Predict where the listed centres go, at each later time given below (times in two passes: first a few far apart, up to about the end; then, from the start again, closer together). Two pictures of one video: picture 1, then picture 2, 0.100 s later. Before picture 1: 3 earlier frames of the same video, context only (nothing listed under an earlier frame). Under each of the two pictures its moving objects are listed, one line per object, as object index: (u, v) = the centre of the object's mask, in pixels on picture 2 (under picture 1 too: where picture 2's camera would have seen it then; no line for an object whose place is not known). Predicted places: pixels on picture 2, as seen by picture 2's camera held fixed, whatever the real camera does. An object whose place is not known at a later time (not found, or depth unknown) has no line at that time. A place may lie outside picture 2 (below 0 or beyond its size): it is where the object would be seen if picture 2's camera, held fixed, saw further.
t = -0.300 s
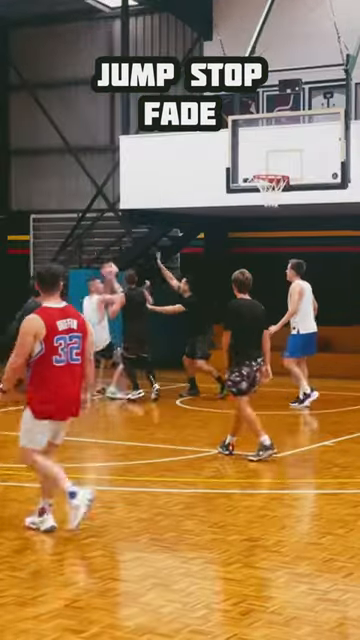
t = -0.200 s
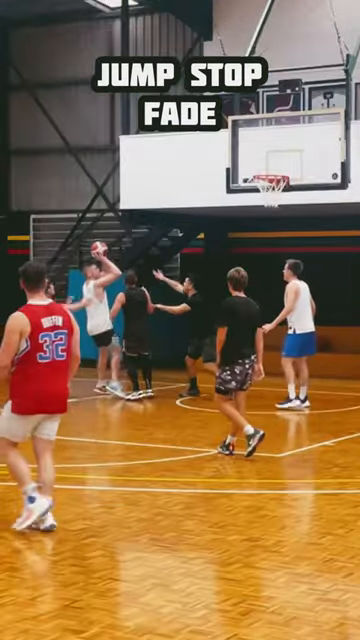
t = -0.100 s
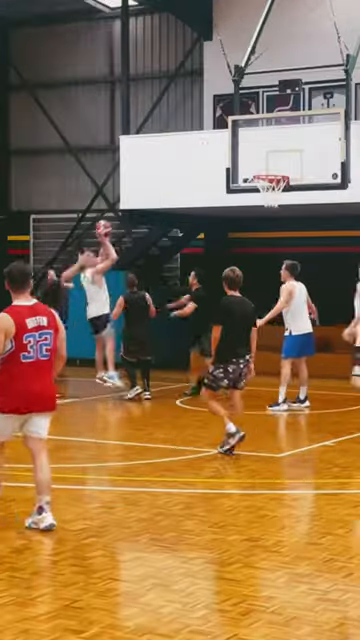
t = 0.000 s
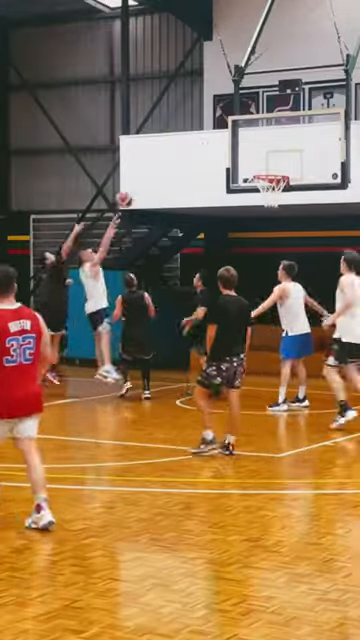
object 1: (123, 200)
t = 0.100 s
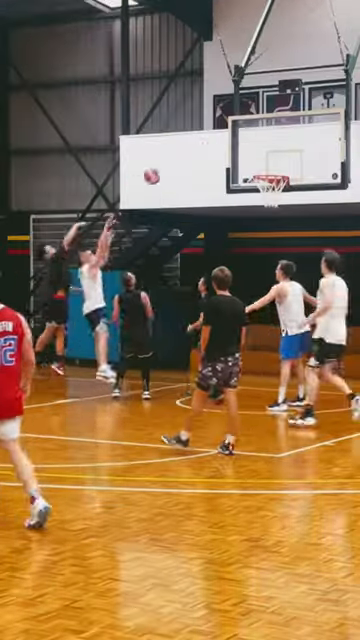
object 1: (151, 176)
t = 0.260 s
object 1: (198, 152)
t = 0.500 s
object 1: (263, 151)
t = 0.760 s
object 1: (273, 185)
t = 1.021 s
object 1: (259, 189)
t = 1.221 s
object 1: (277, 198)
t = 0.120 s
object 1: (156, 173)
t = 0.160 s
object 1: (170, 164)
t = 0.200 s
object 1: (179, 159)
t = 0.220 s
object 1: (184, 157)
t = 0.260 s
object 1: (198, 152)
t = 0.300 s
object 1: (207, 149)
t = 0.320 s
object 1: (212, 149)
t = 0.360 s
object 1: (224, 147)
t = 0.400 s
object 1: (235, 146)
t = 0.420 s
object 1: (239, 146)
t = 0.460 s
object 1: (253, 149)
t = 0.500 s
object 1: (263, 151)
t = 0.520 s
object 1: (265, 152)
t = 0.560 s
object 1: (269, 156)
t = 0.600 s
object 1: (272, 159)
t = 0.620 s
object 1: (273, 161)
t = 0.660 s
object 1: (278, 168)
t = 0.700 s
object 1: (279, 173)
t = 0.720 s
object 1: (278, 173)
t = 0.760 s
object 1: (273, 185)
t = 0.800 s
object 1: (263, 188)
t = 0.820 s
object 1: (261, 186)
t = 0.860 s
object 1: (260, 188)
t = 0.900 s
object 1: (257, 188)
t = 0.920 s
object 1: (257, 188)
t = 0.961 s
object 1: (257, 188)
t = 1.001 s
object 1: (258, 189)
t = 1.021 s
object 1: (259, 189)
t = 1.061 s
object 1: (264, 191)
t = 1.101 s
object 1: (268, 193)
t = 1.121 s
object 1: (269, 193)
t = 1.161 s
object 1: (273, 196)
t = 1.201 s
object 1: (275, 199)
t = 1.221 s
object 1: (277, 198)
